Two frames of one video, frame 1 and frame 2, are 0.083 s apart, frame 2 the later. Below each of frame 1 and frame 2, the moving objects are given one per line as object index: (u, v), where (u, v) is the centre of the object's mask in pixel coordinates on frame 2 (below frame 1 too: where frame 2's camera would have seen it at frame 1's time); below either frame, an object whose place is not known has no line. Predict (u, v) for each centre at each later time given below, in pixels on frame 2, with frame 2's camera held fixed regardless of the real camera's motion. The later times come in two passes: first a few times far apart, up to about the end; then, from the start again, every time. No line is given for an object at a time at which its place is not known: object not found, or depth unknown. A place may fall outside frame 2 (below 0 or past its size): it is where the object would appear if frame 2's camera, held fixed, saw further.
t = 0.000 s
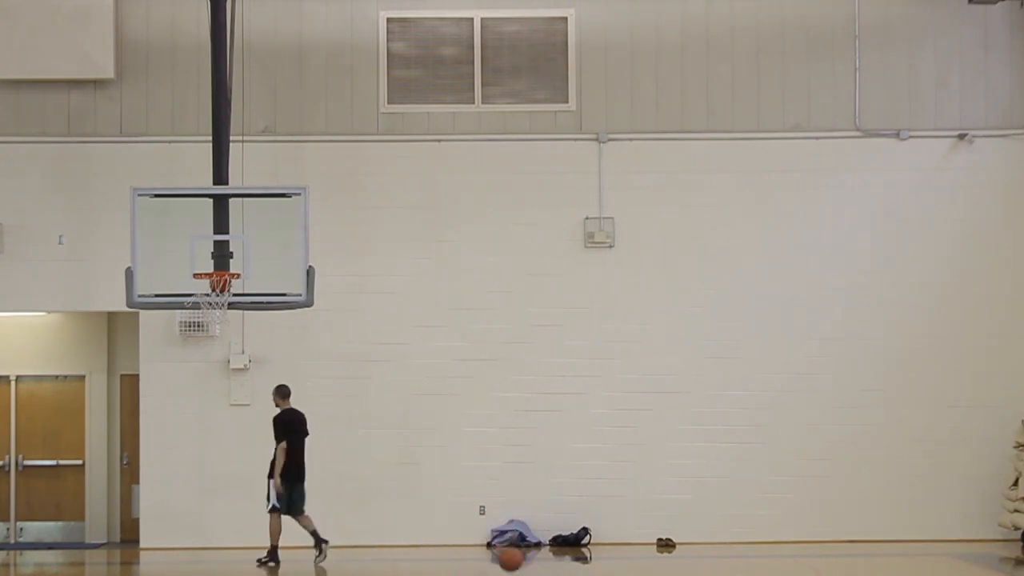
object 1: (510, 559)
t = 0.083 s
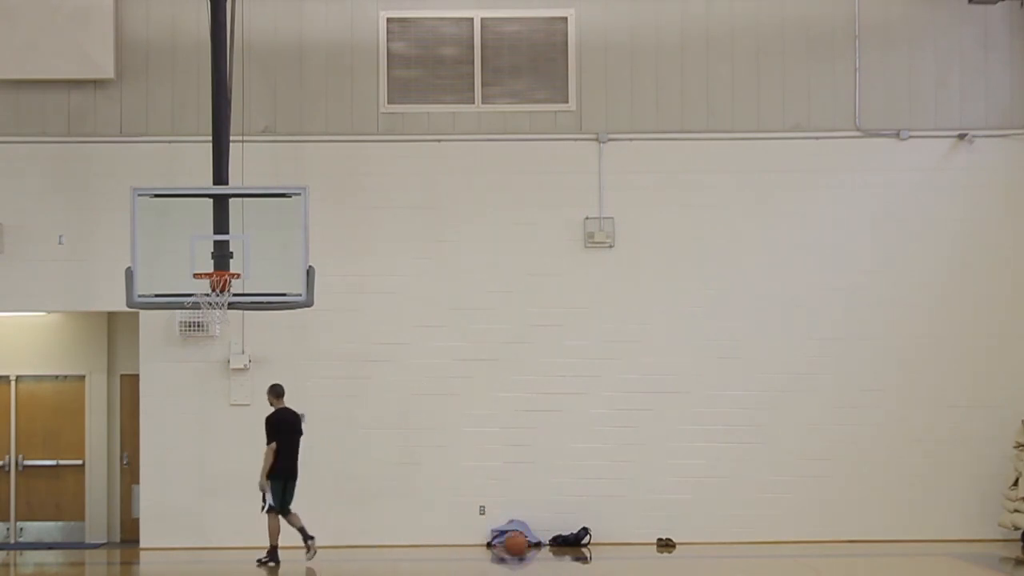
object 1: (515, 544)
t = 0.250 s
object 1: (524, 535)
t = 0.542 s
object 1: (542, 557)
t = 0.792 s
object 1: (557, 546)
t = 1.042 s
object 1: (572, 553)
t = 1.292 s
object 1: (586, 563)
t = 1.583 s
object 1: (603, 561)
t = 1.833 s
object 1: (617, 559)
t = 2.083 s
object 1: (631, 561)
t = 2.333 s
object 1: (644, 564)
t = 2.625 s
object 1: (659, 564)
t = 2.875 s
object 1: (672, 565)
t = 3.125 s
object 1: (685, 566)
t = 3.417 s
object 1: (701, 566)
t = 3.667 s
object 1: (712, 566)
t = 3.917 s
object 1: (724, 566)
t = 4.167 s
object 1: (737, 566)
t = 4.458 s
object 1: (750, 566)
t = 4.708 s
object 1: (761, 566)
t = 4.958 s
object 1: (771, 567)
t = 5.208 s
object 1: (782, 567)
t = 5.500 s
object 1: (792, 567)
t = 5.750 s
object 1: (803, 567)
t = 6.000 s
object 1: (812, 567)
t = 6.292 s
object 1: (823, 568)
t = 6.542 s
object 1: (832, 567)
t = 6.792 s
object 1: (840, 567)
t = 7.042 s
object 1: (848, 567)
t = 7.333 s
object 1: (856, 567)
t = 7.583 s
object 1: (863, 568)
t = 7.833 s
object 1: (869, 567)
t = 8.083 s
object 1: (875, 568)
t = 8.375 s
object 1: (881, 568)
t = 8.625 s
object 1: (886, 568)
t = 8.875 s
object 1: (891, 568)
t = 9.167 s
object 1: (897, 567)
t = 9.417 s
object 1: (902, 567)
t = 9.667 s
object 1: (906, 567)
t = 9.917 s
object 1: (909, 568)
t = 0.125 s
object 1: (517, 541)
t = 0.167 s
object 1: (520, 536)
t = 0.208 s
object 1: (521, 536)
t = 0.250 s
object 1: (524, 535)
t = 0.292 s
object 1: (526, 537)
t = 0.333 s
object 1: (529, 540)
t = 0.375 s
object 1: (532, 544)
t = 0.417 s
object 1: (535, 552)
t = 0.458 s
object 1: (537, 559)
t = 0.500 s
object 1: (540, 563)
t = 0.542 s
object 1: (542, 557)
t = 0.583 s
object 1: (545, 550)
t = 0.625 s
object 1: (548, 547)
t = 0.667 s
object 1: (550, 544)
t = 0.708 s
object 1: (552, 544)
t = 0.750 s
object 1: (555, 544)
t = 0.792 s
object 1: (557, 546)
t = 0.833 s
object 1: (560, 551)
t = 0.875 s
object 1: (562, 556)
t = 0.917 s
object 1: (565, 564)
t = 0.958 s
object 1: (566, 563)
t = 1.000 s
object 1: (570, 556)
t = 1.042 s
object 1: (572, 553)
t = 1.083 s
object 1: (575, 550)
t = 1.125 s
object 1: (576, 549)
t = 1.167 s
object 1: (579, 551)
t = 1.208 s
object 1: (581, 553)
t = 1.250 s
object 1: (585, 559)
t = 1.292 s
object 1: (586, 563)
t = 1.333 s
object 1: (589, 562)
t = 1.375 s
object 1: (591, 559)
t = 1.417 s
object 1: (594, 555)
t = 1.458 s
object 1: (596, 554)
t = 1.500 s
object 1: (599, 554)
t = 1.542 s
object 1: (601, 556)
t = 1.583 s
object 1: (603, 561)
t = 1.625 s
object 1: (606, 564)
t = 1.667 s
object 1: (608, 563)
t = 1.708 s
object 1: (610, 560)
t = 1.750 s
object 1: (613, 557)
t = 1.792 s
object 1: (615, 557)
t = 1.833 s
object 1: (617, 559)
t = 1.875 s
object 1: (619, 562)
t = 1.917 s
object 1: (622, 565)
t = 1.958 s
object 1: (624, 563)
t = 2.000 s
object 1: (627, 560)
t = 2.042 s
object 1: (628, 560)
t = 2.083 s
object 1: (631, 561)
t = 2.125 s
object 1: (633, 563)
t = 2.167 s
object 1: (635, 565)
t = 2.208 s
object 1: (637, 563)
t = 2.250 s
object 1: (640, 562)
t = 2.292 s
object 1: (642, 562)
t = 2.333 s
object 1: (644, 564)
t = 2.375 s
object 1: (646, 565)
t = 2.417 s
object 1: (649, 563)
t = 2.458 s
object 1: (651, 563)
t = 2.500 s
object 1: (653, 564)
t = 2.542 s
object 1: (655, 565)
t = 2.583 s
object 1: (658, 564)
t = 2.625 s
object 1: (659, 564)
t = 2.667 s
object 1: (662, 565)
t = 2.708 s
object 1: (664, 565)
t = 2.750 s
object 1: (666, 565)
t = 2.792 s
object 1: (668, 565)
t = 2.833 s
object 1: (670, 565)
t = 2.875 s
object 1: (672, 565)
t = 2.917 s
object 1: (675, 566)
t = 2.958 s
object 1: (677, 566)
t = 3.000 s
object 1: (680, 565)
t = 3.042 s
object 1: (681, 565)
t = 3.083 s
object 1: (684, 566)
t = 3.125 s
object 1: (685, 566)
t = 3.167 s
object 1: (688, 566)
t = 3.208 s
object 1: (690, 566)
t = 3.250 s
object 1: (692, 566)
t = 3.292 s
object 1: (694, 566)
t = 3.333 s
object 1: (696, 566)
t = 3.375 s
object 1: (698, 565)
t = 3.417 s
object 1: (701, 566)
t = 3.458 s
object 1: (702, 566)
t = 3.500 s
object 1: (705, 566)
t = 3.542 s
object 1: (707, 566)
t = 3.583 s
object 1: (709, 566)
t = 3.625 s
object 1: (711, 566)
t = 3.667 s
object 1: (712, 566)
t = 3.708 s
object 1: (714, 566)
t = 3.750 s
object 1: (717, 566)
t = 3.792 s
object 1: (719, 566)
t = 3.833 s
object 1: (721, 566)
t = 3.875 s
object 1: (722, 566)
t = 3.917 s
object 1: (724, 566)
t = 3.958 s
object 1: (726, 566)
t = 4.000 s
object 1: (729, 566)
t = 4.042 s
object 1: (730, 566)
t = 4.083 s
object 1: (733, 567)
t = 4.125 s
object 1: (734, 566)
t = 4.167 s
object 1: (737, 566)
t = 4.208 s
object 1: (738, 566)
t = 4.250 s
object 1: (740, 566)
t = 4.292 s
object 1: (742, 566)
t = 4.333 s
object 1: (745, 566)
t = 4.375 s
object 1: (746, 566)
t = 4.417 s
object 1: (748, 566)
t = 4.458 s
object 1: (750, 566)
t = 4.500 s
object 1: (752, 566)
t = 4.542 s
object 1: (754, 567)
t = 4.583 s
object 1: (756, 567)
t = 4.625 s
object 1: (757, 566)
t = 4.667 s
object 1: (759, 566)
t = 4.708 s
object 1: (761, 566)
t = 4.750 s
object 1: (763, 567)
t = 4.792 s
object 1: (764, 567)
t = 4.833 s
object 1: (767, 567)
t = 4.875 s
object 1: (768, 566)
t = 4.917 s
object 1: (770, 567)
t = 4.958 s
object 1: (771, 567)
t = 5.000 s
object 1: (773, 566)
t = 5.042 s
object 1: (775, 567)
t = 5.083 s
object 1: (776, 567)
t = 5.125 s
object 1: (779, 567)
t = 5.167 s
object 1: (780, 567)
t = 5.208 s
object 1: (782, 567)
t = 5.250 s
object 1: (783, 567)
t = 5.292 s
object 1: (785, 567)
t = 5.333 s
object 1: (786, 567)
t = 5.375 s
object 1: (788, 568)
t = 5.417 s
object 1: (790, 567)
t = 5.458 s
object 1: (792, 568)
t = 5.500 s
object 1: (792, 567)
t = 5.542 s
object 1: (795, 567)
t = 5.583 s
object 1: (797, 567)
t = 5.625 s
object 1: (798, 568)
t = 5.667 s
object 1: (799, 567)
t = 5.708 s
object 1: (801, 567)
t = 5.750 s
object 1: (803, 567)
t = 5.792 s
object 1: (805, 568)
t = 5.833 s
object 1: (806, 567)
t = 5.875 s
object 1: (807, 568)
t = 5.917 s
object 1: (809, 567)
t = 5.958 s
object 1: (811, 568)
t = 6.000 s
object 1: (812, 567)
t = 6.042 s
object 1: (814, 567)
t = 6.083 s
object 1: (815, 567)
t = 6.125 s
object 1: (817, 567)
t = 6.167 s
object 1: (818, 567)
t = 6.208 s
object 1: (820, 568)
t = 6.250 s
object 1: (821, 567)
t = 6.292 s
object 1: (823, 568)
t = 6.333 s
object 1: (824, 567)
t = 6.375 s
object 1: (826, 567)
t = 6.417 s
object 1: (827, 567)
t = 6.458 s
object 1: (829, 568)
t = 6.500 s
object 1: (830, 567)
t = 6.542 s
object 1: (832, 567)
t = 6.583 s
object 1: (833, 567)
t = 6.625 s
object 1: (834, 567)
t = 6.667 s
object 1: (835, 567)
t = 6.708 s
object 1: (837, 567)
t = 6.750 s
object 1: (838, 567)
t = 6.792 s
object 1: (840, 567)
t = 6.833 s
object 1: (841, 567)
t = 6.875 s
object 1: (842, 567)
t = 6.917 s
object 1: (843, 567)
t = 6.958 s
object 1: (845, 567)
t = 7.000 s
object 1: (846, 567)
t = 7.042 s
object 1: (848, 567)
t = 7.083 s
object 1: (849, 567)
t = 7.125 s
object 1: (850, 567)
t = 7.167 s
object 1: (851, 568)
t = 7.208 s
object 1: (853, 567)
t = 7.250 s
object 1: (854, 567)
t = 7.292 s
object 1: (855, 568)
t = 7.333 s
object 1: (856, 567)
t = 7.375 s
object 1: (858, 567)
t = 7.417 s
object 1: (858, 567)
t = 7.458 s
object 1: (860, 567)
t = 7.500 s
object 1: (861, 567)
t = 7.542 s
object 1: (862, 567)
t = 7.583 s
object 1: (863, 568)
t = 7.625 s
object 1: (864, 567)
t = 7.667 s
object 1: (865, 567)
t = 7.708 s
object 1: (866, 567)
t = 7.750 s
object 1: (867, 567)
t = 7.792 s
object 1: (868, 567)
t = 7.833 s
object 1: (869, 567)
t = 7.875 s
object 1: (870, 568)
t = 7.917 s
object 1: (871, 567)
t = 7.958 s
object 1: (872, 567)
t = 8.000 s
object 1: (873, 568)
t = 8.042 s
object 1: (874, 568)
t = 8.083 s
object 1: (875, 568)
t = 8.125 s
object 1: (876, 567)
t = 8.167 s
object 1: (877, 567)
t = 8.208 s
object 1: (878, 567)
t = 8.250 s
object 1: (878, 568)
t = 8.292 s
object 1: (879, 568)
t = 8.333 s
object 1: (880, 568)
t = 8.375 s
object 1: (881, 568)
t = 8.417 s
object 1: (882, 568)
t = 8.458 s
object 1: (883, 568)
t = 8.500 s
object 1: (884, 568)
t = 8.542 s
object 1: (885, 567)
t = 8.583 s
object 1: (886, 568)
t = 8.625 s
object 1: (886, 568)
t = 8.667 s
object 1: (887, 567)
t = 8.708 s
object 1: (888, 567)
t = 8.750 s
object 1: (889, 567)
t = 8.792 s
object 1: (890, 567)
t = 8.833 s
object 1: (890, 567)
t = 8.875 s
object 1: (891, 568)
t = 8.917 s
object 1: (892, 568)
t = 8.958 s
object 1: (893, 568)
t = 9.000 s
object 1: (894, 568)
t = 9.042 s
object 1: (895, 567)
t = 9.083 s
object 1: (895, 568)
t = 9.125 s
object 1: (896, 568)
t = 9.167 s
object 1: (897, 567)
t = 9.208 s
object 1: (898, 568)
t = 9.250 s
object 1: (898, 567)
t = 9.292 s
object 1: (899, 568)
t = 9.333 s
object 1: (900, 567)
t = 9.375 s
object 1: (901, 568)
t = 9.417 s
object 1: (902, 567)
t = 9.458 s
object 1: (903, 567)
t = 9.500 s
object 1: (903, 567)
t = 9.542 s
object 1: (904, 567)
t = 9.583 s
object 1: (905, 567)
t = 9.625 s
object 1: (906, 567)
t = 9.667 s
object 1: (906, 567)
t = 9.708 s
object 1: (907, 567)
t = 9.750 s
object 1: (908, 567)
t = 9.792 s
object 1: (908, 568)
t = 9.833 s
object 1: (908, 568)
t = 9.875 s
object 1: (909, 568)
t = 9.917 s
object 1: (909, 568)
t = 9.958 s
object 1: (910, 567)
